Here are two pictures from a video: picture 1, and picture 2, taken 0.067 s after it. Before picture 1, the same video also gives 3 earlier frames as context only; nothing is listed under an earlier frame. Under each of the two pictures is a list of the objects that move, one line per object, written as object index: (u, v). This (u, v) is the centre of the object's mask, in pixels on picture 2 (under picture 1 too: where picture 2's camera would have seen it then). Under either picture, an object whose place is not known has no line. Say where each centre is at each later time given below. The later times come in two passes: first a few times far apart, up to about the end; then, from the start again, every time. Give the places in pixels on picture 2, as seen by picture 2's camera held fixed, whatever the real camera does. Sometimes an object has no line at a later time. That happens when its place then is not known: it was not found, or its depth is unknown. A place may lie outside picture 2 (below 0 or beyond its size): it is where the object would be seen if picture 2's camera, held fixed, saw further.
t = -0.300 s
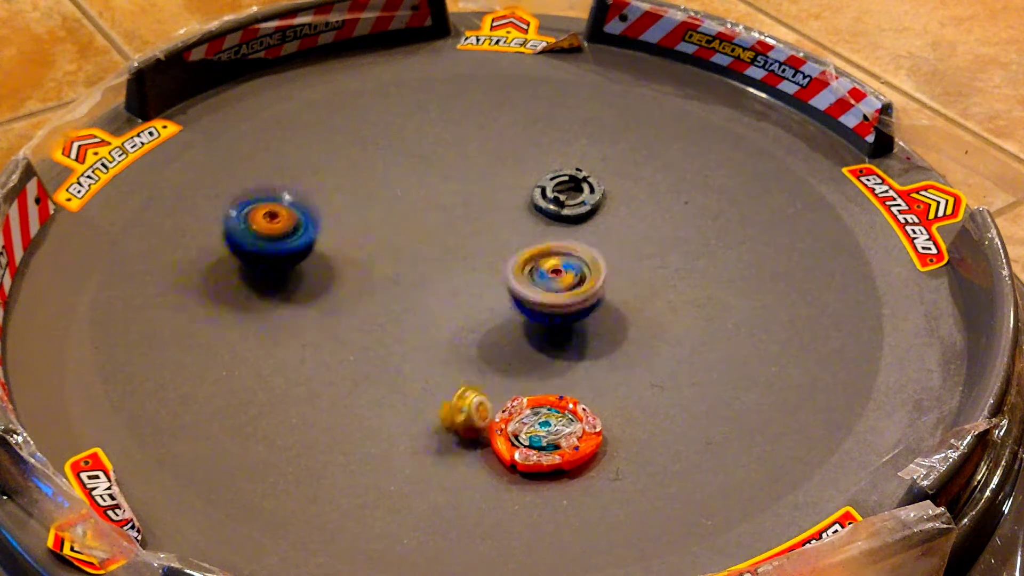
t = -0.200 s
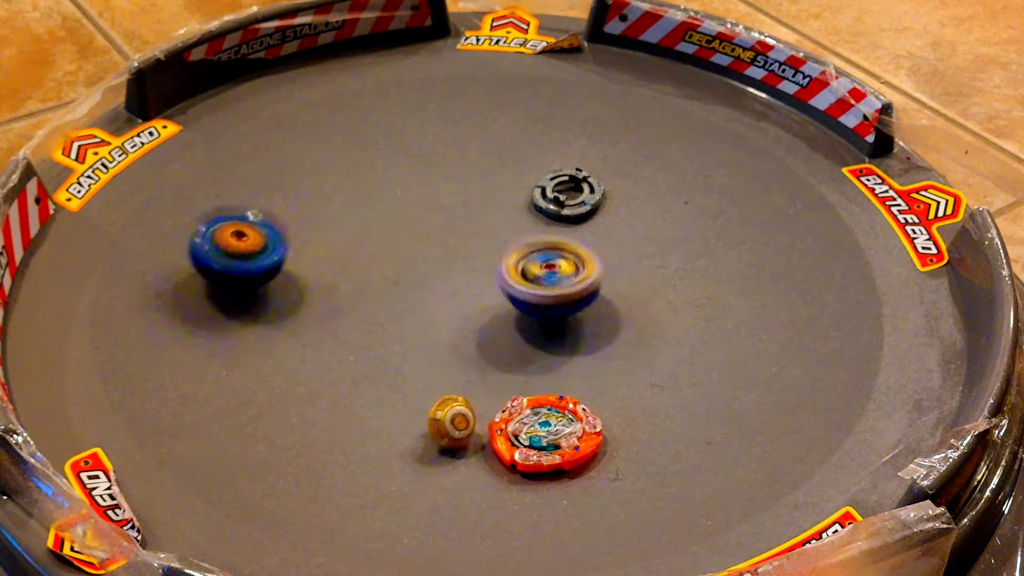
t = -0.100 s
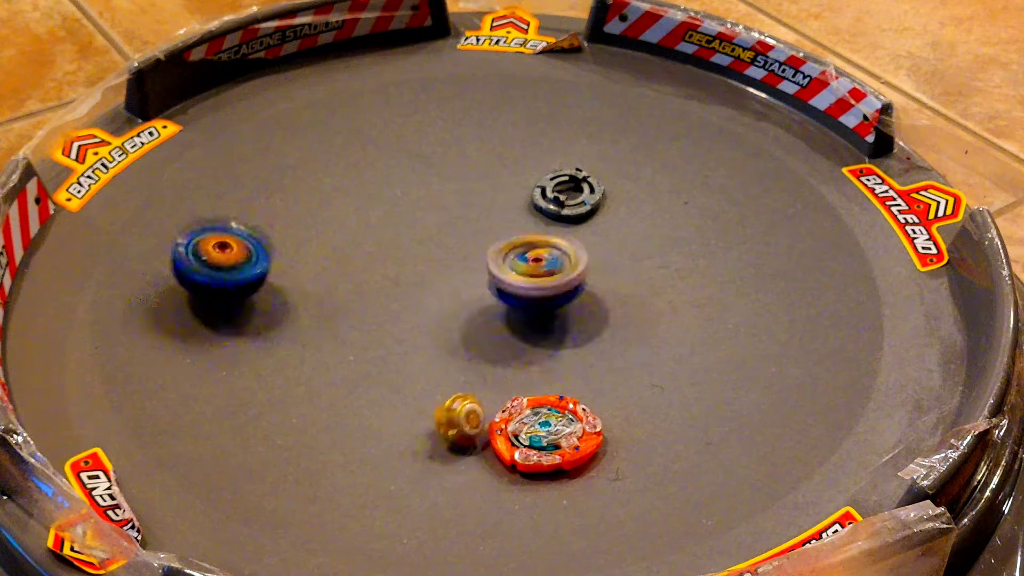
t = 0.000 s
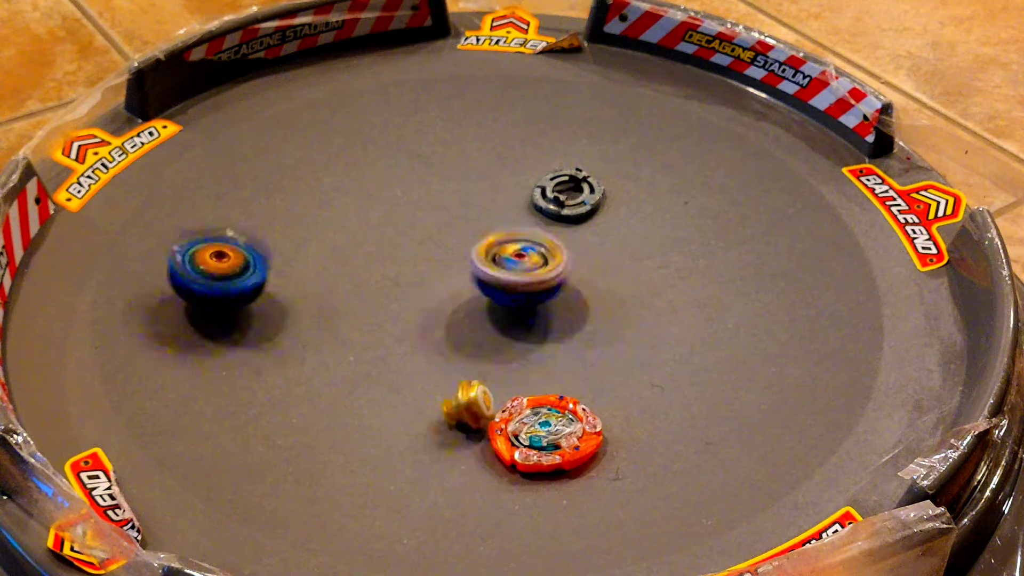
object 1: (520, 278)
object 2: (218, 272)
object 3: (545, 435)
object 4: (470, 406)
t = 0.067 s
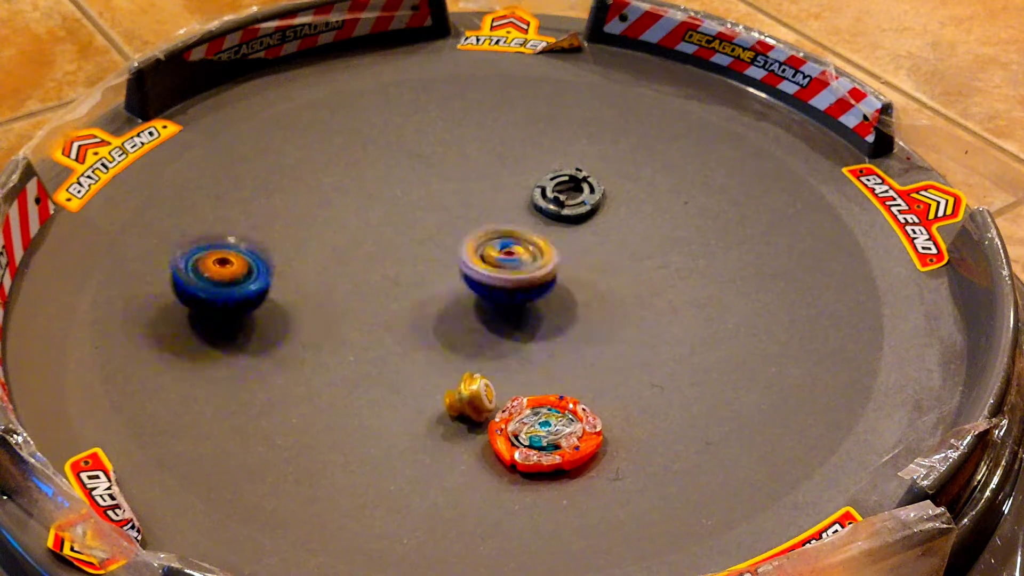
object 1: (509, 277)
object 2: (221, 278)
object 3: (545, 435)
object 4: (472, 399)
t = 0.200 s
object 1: (485, 269)
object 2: (238, 298)
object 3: (545, 434)
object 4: (472, 398)
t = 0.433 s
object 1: (444, 258)
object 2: (316, 353)
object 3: (545, 434)
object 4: (472, 397)
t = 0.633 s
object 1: (435, 271)
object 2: (382, 383)
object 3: (545, 434)
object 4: (472, 396)
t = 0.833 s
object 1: (459, 288)
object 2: (433, 410)
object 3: (546, 434)
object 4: (550, 352)
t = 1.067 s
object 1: (495, 299)
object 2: (487, 405)
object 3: (571, 430)
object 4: (599, 315)
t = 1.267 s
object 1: (530, 304)
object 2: (495, 395)
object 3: (576, 427)
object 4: (597, 319)
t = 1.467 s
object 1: (522, 287)
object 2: (512, 372)
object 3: (575, 427)
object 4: (789, 375)
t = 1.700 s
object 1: (506, 259)
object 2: (512, 333)
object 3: (583, 422)
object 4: (822, 371)
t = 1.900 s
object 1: (435, 202)
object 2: (585, 347)
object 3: (714, 456)
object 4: (779, 363)
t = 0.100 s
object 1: (501, 275)
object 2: (224, 281)
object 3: (545, 435)
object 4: (472, 397)
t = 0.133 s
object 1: (495, 273)
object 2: (228, 286)
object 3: (545, 434)
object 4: (472, 397)
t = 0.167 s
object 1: (490, 271)
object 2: (232, 291)
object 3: (545, 434)
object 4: (472, 398)
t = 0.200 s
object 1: (485, 269)
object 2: (238, 298)
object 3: (545, 434)
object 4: (472, 398)
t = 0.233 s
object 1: (479, 267)
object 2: (247, 306)
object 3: (545, 434)
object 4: (472, 398)
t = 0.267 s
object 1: (473, 265)
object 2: (257, 316)
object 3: (545, 434)
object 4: (472, 397)
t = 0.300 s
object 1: (467, 261)
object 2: (268, 325)
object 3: (545, 434)
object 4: (472, 397)
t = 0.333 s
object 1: (460, 259)
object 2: (280, 332)
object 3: (545, 434)
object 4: (472, 397)
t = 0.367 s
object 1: (455, 260)
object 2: (292, 341)
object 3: (545, 434)
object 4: (472, 397)
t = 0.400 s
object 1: (450, 260)
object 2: (304, 348)
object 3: (545, 434)
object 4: (472, 397)
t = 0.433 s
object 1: (444, 258)
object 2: (316, 353)
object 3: (545, 434)
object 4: (472, 397)
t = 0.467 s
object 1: (440, 260)
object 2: (328, 360)
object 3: (545, 434)
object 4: (472, 397)
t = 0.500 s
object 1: (435, 261)
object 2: (340, 365)
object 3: (545, 434)
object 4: (472, 397)
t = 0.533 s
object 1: (433, 263)
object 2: (350, 370)
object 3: (545, 434)
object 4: (472, 397)
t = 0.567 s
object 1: (431, 266)
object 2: (361, 375)
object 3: (545, 434)
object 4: (472, 397)
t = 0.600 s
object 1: (432, 268)
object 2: (372, 378)
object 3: (545, 434)
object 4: (472, 396)
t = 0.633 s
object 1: (435, 271)
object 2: (382, 383)
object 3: (545, 434)
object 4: (472, 396)
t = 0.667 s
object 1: (438, 273)
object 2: (391, 387)
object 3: (545, 434)
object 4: (472, 397)
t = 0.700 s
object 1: (442, 277)
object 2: (400, 390)
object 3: (545, 434)
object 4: (474, 395)
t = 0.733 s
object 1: (444, 279)
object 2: (407, 397)
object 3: (546, 434)
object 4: (494, 383)
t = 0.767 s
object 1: (450, 283)
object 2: (414, 402)
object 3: (546, 434)
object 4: (513, 371)
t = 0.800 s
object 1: (455, 286)
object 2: (423, 406)
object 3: (546, 434)
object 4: (534, 361)
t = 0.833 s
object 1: (459, 288)
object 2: (433, 410)
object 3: (546, 434)
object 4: (550, 352)
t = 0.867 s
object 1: (464, 290)
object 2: (445, 412)
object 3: (547, 434)
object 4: (567, 348)
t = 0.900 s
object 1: (470, 291)
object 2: (457, 412)
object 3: (550, 435)
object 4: (579, 341)
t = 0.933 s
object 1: (476, 294)
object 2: (468, 411)
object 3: (554, 436)
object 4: (589, 335)
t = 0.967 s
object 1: (478, 295)
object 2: (476, 409)
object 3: (561, 434)
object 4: (592, 330)
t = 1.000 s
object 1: (483, 297)
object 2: (479, 410)
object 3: (567, 431)
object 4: (595, 323)
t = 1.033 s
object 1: (489, 299)
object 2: (482, 408)
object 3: (569, 430)
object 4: (597, 317)
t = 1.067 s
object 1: (495, 299)
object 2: (487, 405)
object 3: (571, 430)
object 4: (599, 315)
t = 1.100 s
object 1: (501, 299)
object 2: (489, 403)
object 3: (573, 429)
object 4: (599, 313)
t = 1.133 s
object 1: (505, 300)
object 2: (490, 400)
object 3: (574, 428)
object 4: (598, 312)
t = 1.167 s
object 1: (510, 301)
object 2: (492, 399)
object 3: (574, 428)
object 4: (597, 313)
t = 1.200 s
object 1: (516, 303)
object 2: (493, 398)
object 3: (575, 427)
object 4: (596, 314)
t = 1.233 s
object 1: (523, 303)
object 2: (494, 396)
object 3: (575, 427)
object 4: (595, 315)
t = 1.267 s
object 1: (530, 304)
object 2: (495, 395)
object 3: (576, 427)
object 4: (597, 319)
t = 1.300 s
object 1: (534, 304)
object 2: (496, 392)
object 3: (576, 427)
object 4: (601, 320)
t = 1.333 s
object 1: (533, 301)
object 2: (498, 391)
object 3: (576, 427)
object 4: (631, 330)
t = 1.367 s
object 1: (531, 299)
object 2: (500, 385)
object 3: (575, 427)
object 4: (678, 348)
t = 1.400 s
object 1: (529, 294)
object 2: (502, 382)
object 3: (575, 427)
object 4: (720, 363)
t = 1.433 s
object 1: (527, 290)
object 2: (506, 377)
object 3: (575, 427)
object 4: (757, 370)
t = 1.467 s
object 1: (522, 287)
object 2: (512, 372)
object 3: (575, 427)
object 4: (789, 375)
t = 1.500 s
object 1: (519, 285)
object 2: (511, 368)
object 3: (581, 425)
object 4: (814, 378)
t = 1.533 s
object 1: (516, 281)
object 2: (510, 363)
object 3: (583, 422)
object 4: (831, 380)
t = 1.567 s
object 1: (513, 276)
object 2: (509, 355)
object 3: (583, 422)
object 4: (838, 377)
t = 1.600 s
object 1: (510, 272)
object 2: (509, 344)
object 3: (583, 422)
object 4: (838, 377)
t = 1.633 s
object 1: (505, 267)
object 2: (510, 340)
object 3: (583, 422)
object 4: (835, 375)
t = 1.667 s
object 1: (505, 262)
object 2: (511, 337)
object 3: (583, 422)
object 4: (829, 373)
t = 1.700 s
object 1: (506, 259)
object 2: (512, 333)
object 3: (583, 422)
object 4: (822, 371)
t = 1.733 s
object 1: (507, 255)
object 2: (513, 327)
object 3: (583, 422)
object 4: (815, 369)
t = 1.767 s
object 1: (495, 250)
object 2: (533, 329)
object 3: (583, 422)
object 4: (808, 368)
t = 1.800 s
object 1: (476, 240)
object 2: (569, 341)
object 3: (585, 424)
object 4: (801, 367)
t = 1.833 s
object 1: (455, 223)
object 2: (580, 339)
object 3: (621, 433)
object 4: (795, 367)
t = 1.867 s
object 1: (444, 216)
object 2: (583, 346)
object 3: (668, 447)
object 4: (787, 364)
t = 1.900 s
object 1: (435, 202)
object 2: (585, 347)
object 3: (714, 456)
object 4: (779, 363)
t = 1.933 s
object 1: (434, 195)
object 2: (586, 350)
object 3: (752, 464)
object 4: (772, 362)
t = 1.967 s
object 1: (436, 189)
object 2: (586, 349)
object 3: (781, 464)
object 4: (767, 362)
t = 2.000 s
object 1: (439, 190)
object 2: (585, 348)
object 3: (803, 464)
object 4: (762, 360)
